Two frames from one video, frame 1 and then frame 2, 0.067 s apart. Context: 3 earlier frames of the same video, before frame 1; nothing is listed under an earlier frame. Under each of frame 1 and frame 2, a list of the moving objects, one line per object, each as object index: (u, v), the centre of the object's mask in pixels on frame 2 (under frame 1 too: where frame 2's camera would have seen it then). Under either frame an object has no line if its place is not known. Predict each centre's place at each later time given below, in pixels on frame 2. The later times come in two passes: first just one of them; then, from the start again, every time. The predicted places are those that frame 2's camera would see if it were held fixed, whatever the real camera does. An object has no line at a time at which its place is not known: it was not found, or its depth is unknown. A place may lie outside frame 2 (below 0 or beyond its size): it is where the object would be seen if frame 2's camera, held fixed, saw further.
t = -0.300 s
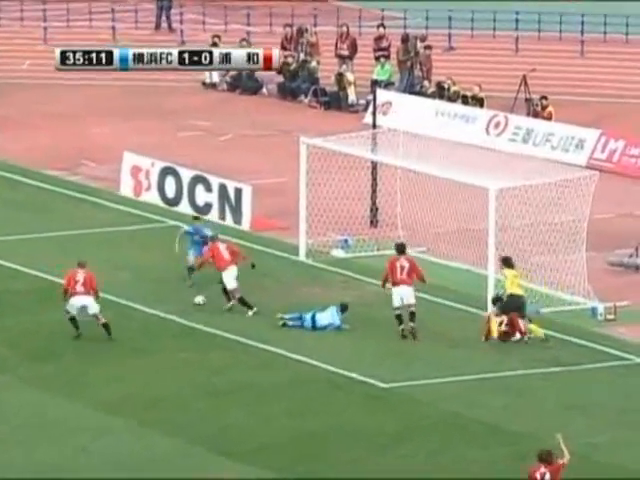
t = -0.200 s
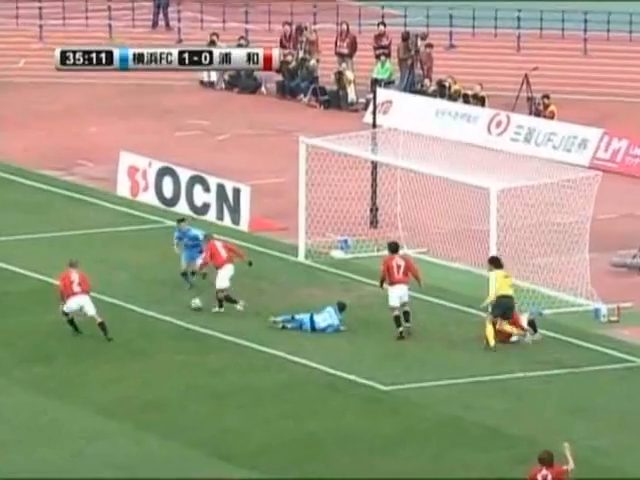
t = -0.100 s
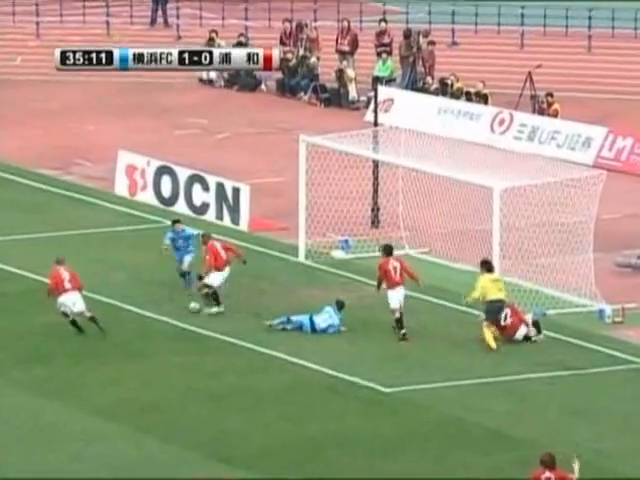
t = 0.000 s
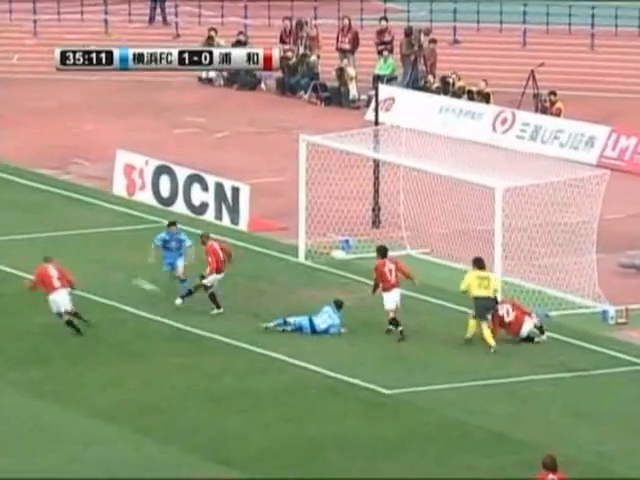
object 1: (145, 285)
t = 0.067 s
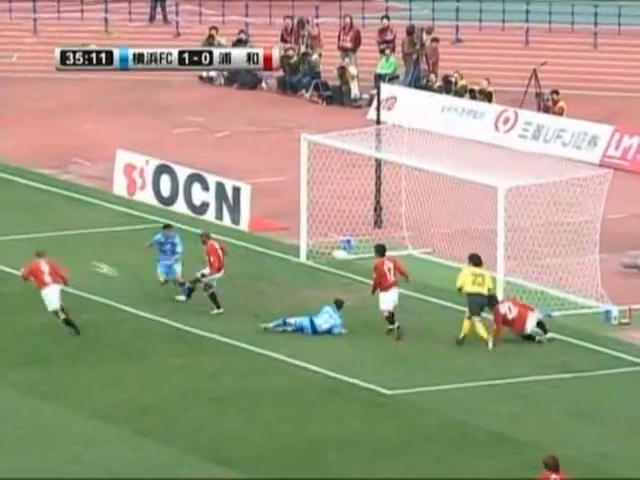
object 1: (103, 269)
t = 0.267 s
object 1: (-20, 231)
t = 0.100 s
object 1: (81, 260)
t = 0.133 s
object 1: (62, 253)
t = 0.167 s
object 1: (43, 247)
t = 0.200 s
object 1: (23, 239)
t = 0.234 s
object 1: (0, 235)
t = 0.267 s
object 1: (-20, 231)
